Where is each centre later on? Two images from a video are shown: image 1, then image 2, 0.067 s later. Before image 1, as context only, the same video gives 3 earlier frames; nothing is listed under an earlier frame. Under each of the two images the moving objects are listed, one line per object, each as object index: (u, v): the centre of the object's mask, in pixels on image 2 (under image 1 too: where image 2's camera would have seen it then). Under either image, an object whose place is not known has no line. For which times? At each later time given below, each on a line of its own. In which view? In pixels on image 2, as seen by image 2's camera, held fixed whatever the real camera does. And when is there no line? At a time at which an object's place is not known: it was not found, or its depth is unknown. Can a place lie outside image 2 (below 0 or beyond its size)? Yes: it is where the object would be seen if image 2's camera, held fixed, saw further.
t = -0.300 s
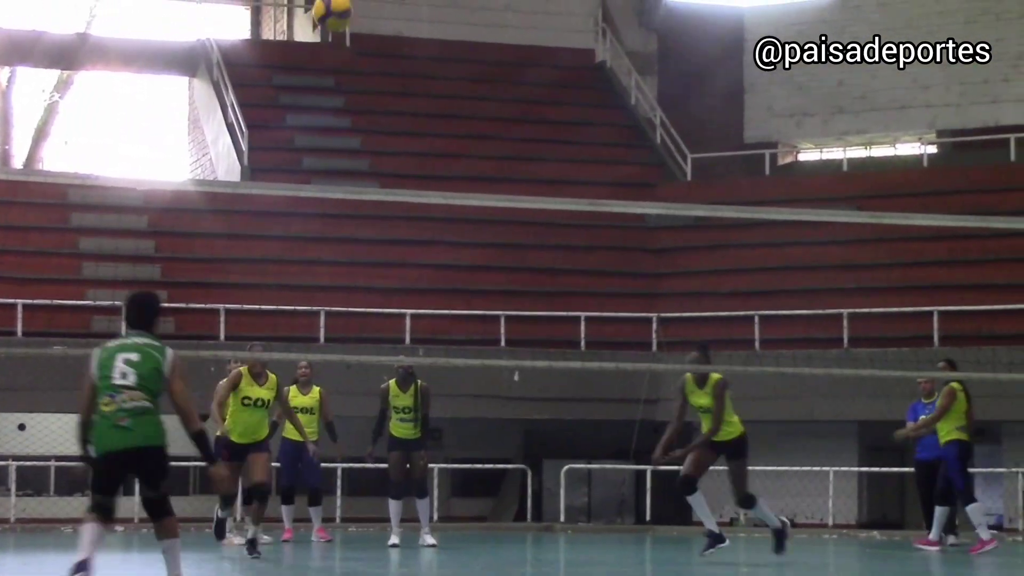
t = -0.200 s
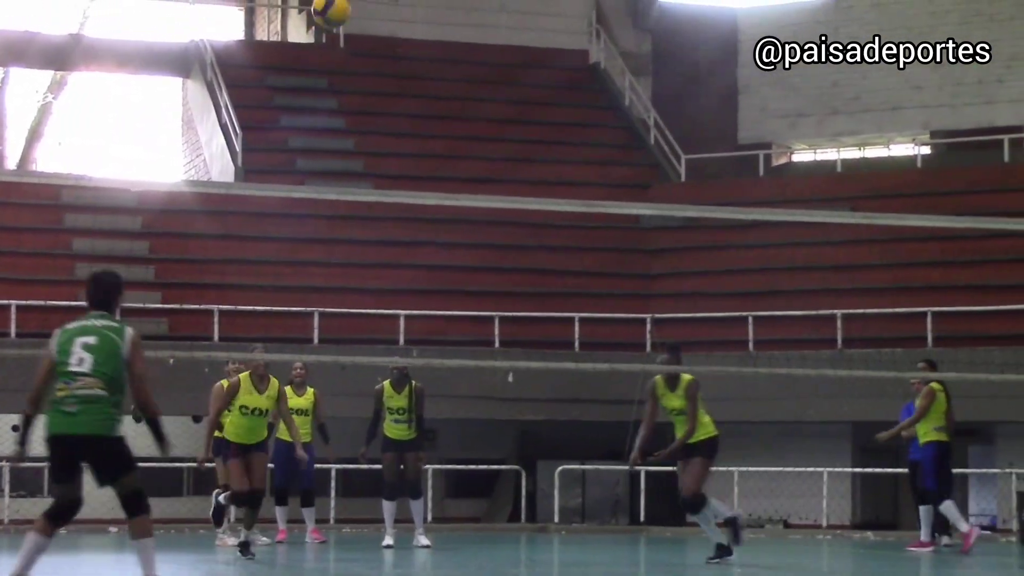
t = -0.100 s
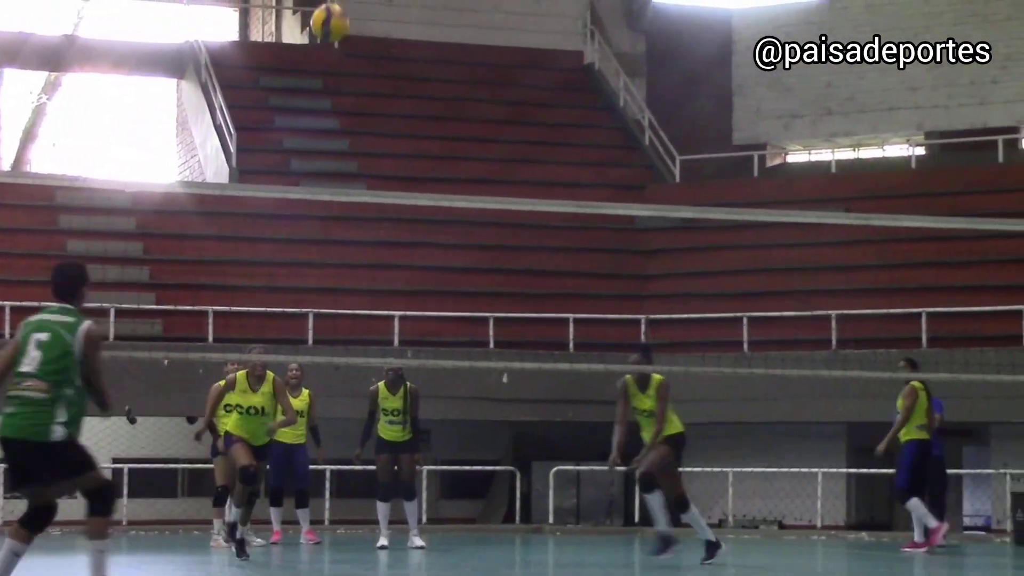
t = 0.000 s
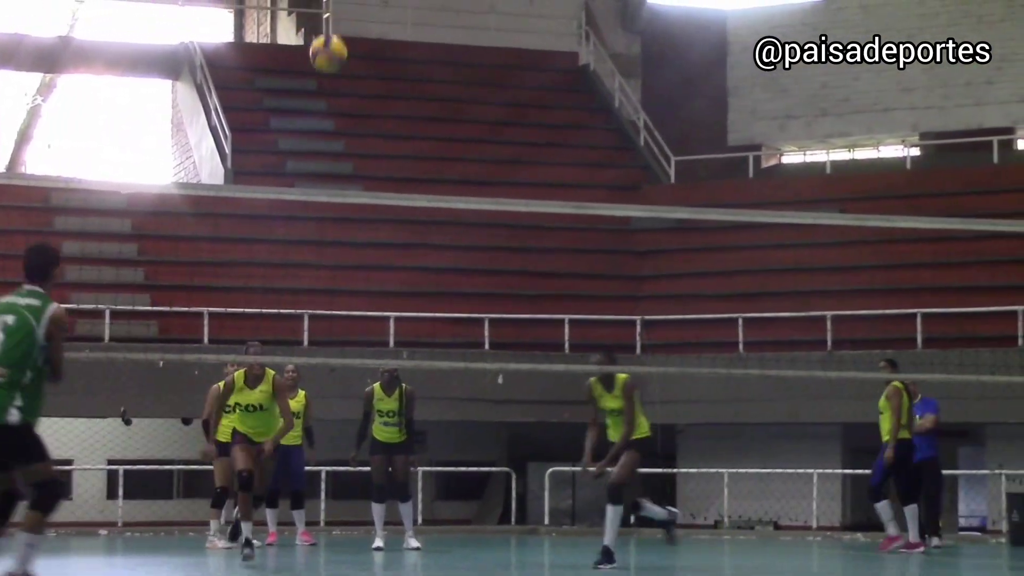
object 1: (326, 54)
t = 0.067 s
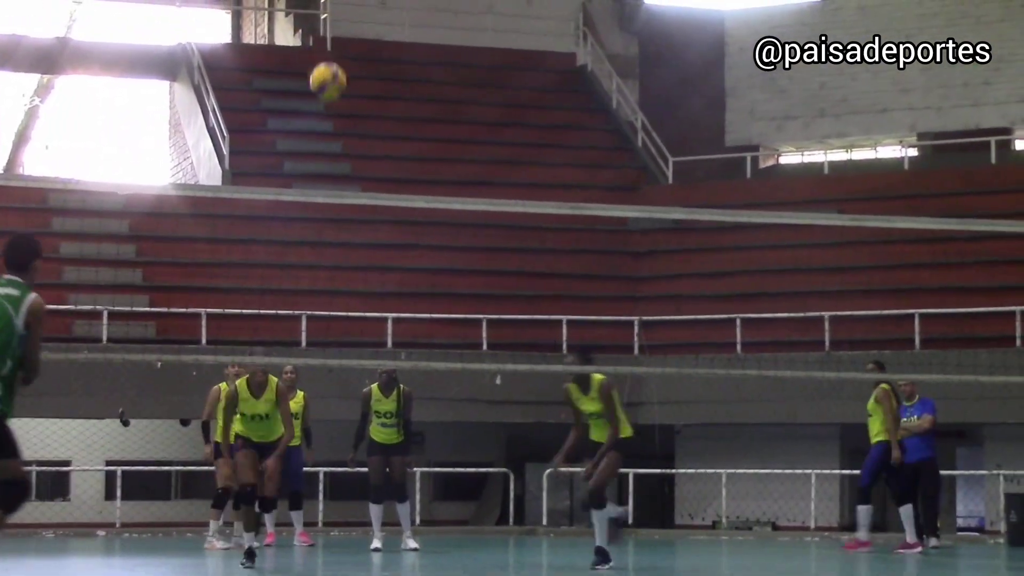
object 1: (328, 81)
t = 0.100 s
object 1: (329, 105)
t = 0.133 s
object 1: (330, 114)
